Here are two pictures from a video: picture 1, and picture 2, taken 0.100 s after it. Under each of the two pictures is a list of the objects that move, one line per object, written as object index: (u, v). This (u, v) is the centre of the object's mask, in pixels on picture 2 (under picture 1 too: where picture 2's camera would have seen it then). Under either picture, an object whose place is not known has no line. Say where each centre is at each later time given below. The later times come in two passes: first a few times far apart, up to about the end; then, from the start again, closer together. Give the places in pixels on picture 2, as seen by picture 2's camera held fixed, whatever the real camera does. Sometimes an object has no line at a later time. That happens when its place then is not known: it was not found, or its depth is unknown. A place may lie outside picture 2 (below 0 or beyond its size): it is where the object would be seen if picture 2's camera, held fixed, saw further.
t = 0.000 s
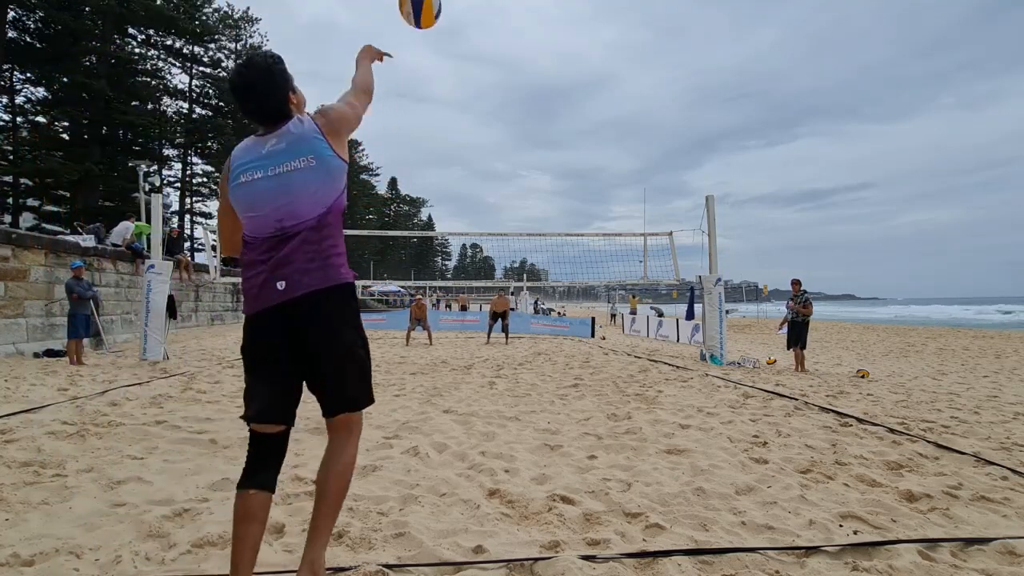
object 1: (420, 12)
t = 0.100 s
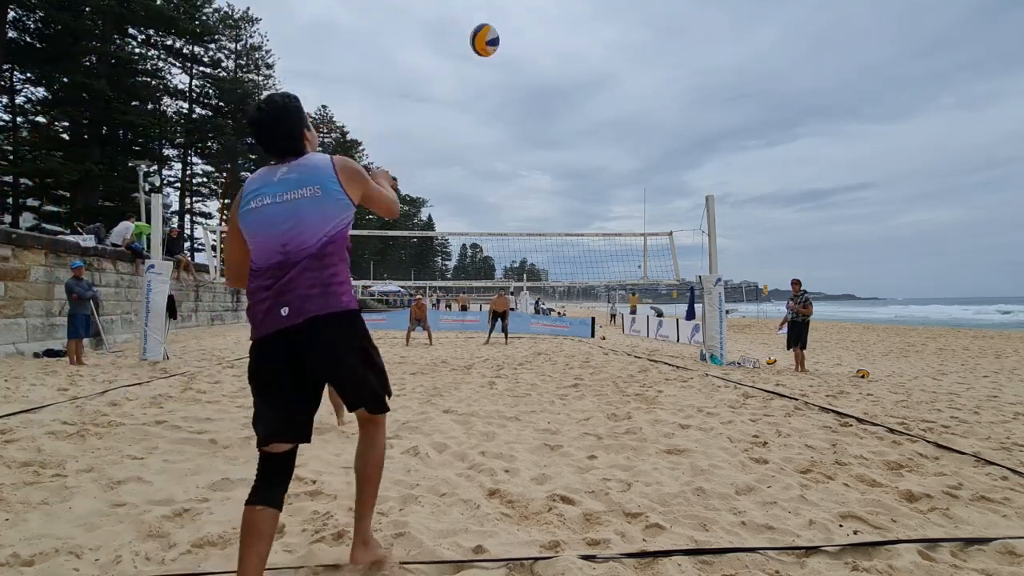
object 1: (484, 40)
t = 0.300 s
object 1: (539, 99)
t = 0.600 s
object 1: (570, 184)
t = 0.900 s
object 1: (585, 228)
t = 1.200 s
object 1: (598, 250)
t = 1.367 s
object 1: (604, 278)
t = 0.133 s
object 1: (498, 50)
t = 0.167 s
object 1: (510, 60)
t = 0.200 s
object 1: (519, 70)
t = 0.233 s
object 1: (527, 79)
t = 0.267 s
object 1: (533, 89)
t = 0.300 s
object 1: (539, 99)
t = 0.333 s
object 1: (545, 109)
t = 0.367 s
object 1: (549, 118)
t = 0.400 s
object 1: (553, 127)
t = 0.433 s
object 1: (557, 137)
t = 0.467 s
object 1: (560, 146)
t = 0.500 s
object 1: (563, 155)
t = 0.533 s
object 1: (566, 165)
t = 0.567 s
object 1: (569, 174)
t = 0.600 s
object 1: (570, 184)
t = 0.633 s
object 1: (573, 193)
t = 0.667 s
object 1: (575, 202)
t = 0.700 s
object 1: (576, 211)
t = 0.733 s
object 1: (578, 221)
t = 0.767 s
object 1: (579, 230)
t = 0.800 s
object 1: (580, 230)
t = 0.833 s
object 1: (582, 229)
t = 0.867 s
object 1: (584, 229)
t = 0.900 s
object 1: (585, 228)
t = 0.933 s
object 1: (586, 228)
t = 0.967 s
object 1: (588, 228)
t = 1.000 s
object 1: (590, 229)
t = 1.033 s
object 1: (591, 233)
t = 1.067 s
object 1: (592, 236)
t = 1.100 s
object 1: (593, 240)
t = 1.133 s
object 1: (595, 242)
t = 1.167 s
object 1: (596, 247)
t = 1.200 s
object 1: (598, 250)
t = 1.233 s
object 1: (598, 256)
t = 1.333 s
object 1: (602, 273)
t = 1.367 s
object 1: (604, 278)
